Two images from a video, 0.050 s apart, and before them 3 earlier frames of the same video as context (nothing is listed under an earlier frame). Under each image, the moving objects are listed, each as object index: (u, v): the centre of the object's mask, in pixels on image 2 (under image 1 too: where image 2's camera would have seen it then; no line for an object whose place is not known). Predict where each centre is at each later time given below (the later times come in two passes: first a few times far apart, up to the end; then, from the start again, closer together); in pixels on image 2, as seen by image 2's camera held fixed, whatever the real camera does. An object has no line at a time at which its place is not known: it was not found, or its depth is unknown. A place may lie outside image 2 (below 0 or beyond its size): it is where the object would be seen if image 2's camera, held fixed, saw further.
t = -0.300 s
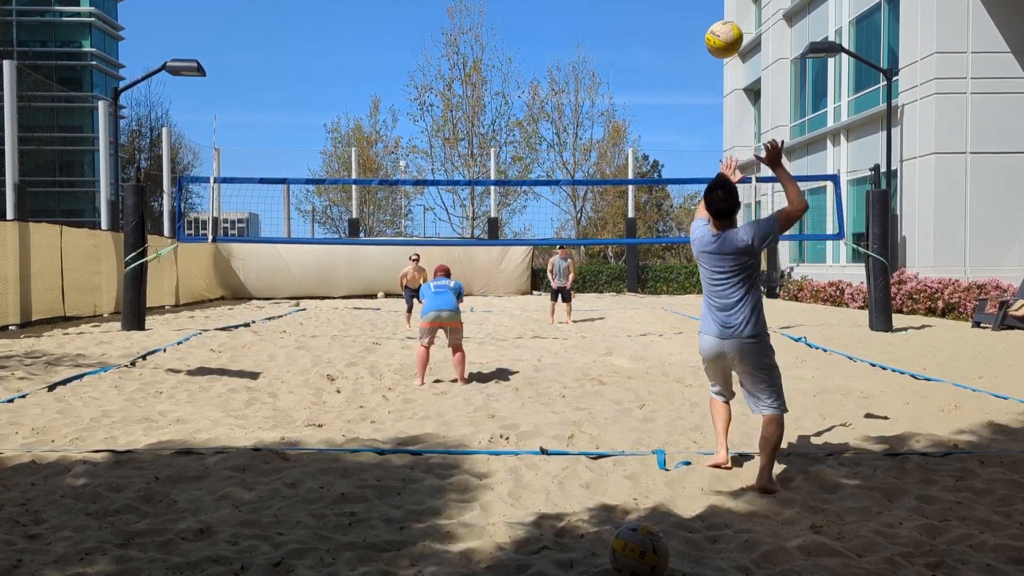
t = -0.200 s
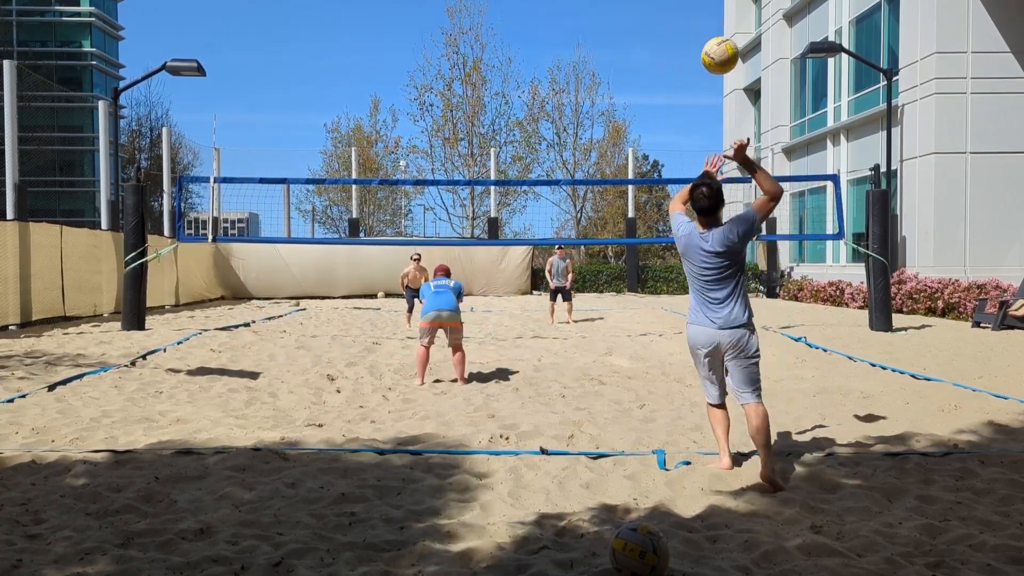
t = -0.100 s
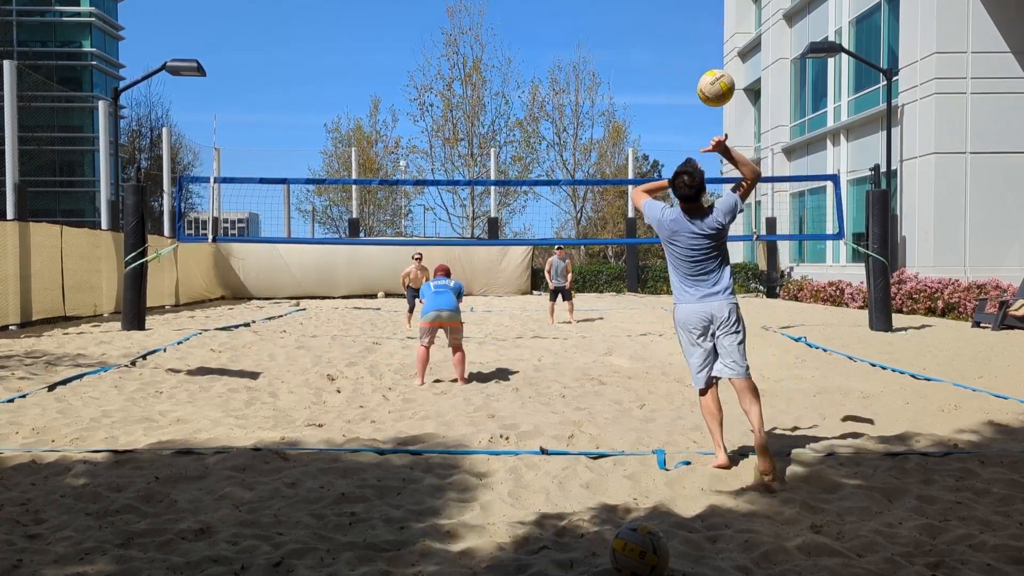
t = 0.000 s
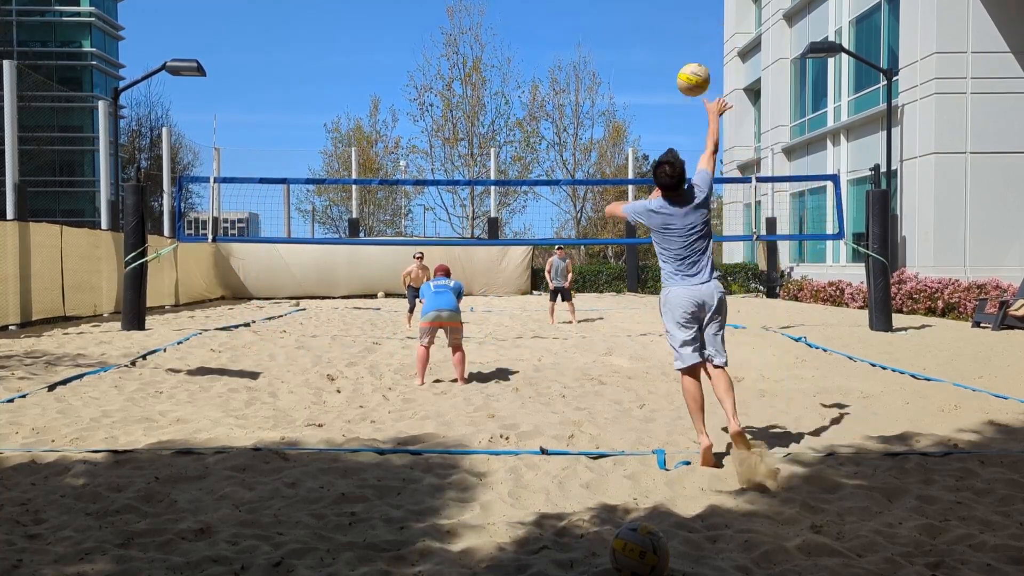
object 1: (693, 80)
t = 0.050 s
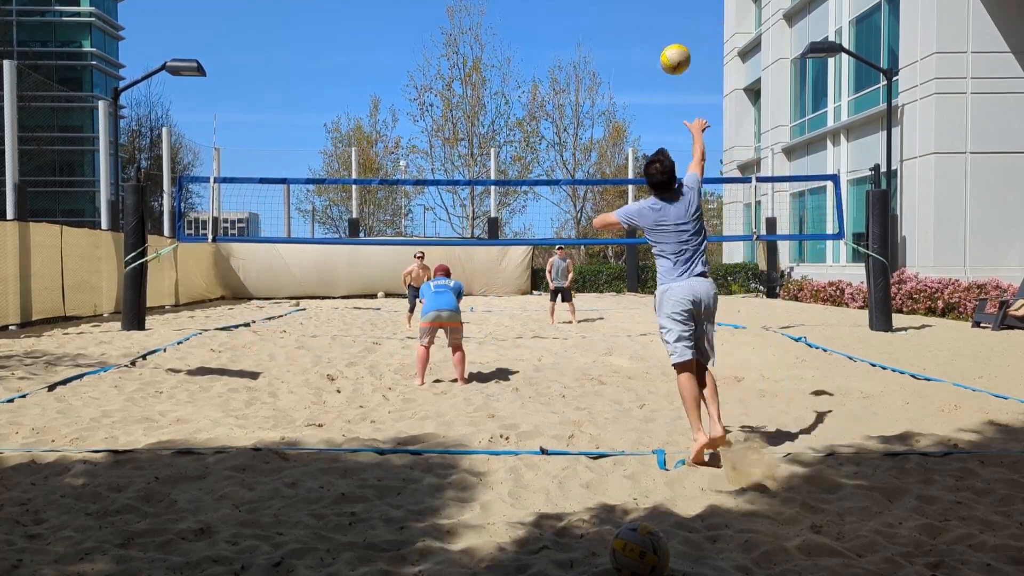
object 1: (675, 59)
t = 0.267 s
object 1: (617, 35)
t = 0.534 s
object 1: (572, 77)
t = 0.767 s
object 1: (545, 142)
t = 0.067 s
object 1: (670, 54)
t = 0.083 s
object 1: (664, 49)
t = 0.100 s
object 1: (659, 45)
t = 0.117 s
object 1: (654, 42)
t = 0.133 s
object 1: (650, 39)
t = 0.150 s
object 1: (645, 37)
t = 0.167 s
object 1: (641, 35)
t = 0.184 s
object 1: (637, 34)
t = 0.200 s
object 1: (633, 34)
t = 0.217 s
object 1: (629, 33)
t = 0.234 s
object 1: (625, 33)
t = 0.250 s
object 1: (621, 34)
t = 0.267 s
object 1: (617, 35)
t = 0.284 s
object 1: (614, 36)
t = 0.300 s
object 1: (610, 37)
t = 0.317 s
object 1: (607, 39)
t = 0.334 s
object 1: (604, 40)
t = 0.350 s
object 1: (601, 43)
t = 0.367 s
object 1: (598, 45)
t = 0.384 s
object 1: (595, 47)
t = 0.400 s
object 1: (592, 50)
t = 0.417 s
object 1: (590, 53)
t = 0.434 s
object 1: (587, 56)
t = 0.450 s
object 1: (584, 59)
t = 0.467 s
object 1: (582, 62)
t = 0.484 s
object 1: (579, 66)
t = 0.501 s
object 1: (577, 69)
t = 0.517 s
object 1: (574, 73)
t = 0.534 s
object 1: (572, 77)
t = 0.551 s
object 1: (570, 81)
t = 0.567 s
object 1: (568, 85)
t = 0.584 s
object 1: (565, 89)
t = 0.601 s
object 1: (563, 94)
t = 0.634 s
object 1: (559, 103)
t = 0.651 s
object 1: (557, 107)
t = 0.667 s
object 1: (556, 112)
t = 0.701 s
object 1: (552, 121)
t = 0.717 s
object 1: (550, 126)
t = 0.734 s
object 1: (548, 131)
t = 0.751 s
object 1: (547, 136)
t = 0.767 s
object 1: (545, 142)
